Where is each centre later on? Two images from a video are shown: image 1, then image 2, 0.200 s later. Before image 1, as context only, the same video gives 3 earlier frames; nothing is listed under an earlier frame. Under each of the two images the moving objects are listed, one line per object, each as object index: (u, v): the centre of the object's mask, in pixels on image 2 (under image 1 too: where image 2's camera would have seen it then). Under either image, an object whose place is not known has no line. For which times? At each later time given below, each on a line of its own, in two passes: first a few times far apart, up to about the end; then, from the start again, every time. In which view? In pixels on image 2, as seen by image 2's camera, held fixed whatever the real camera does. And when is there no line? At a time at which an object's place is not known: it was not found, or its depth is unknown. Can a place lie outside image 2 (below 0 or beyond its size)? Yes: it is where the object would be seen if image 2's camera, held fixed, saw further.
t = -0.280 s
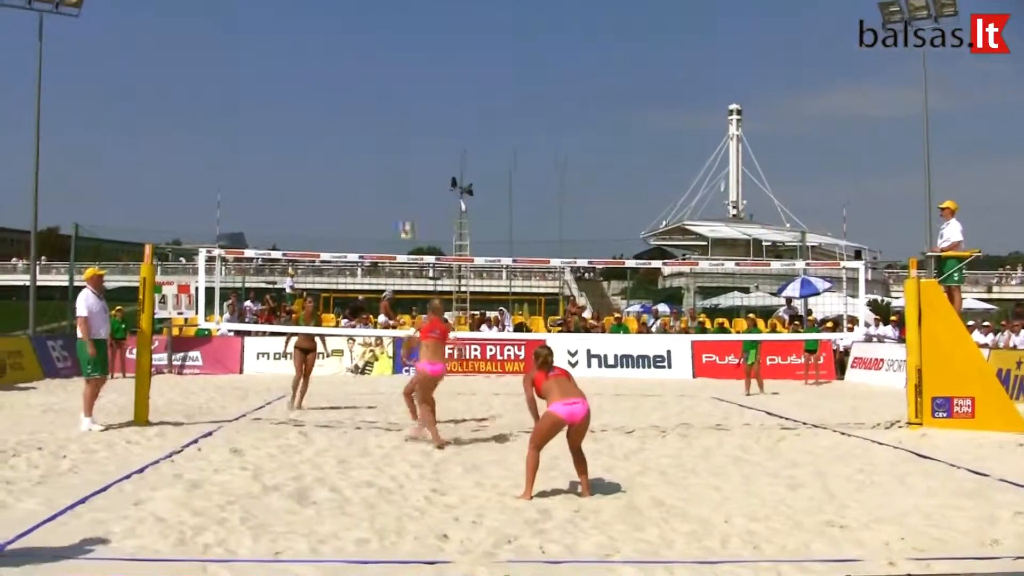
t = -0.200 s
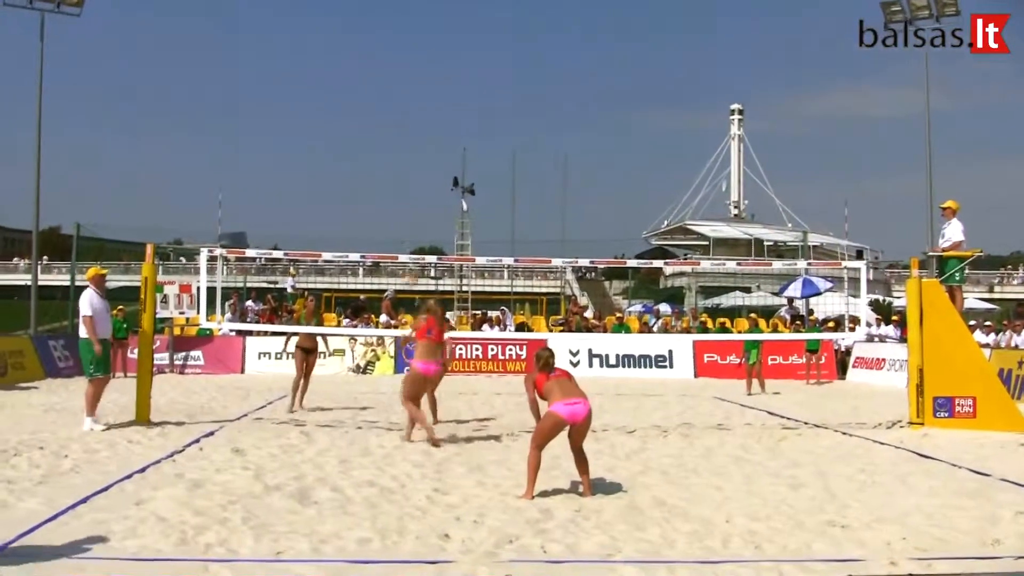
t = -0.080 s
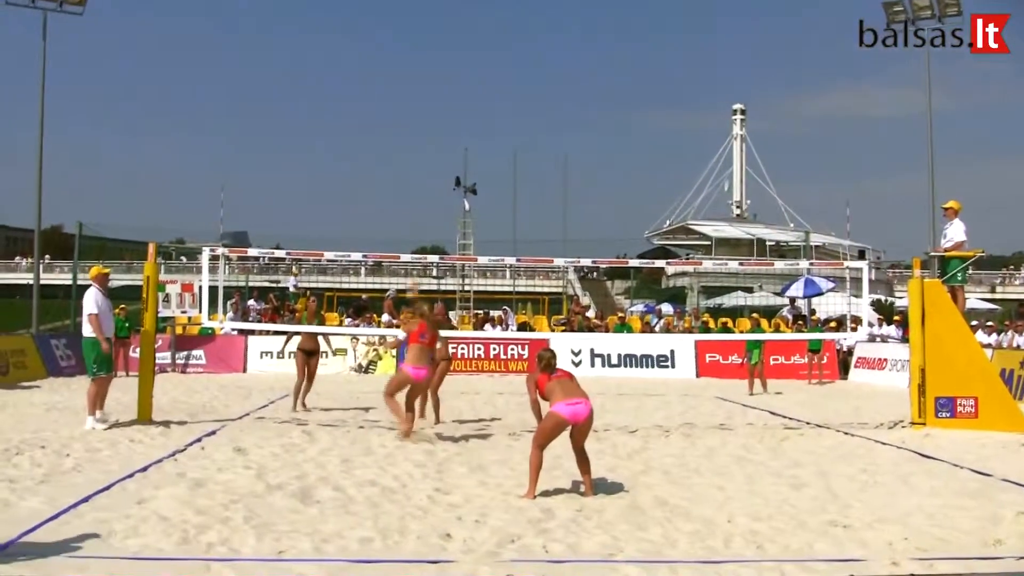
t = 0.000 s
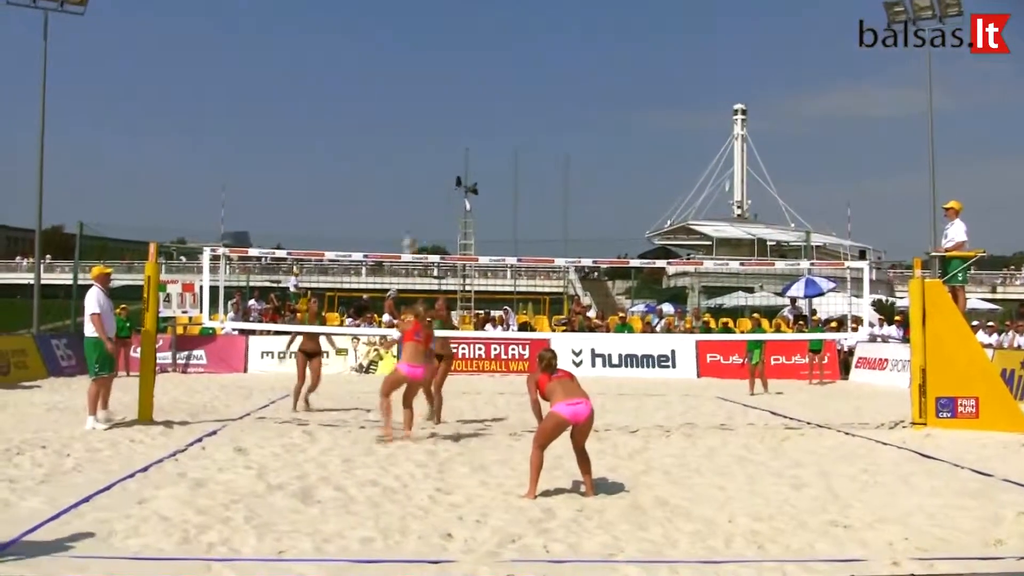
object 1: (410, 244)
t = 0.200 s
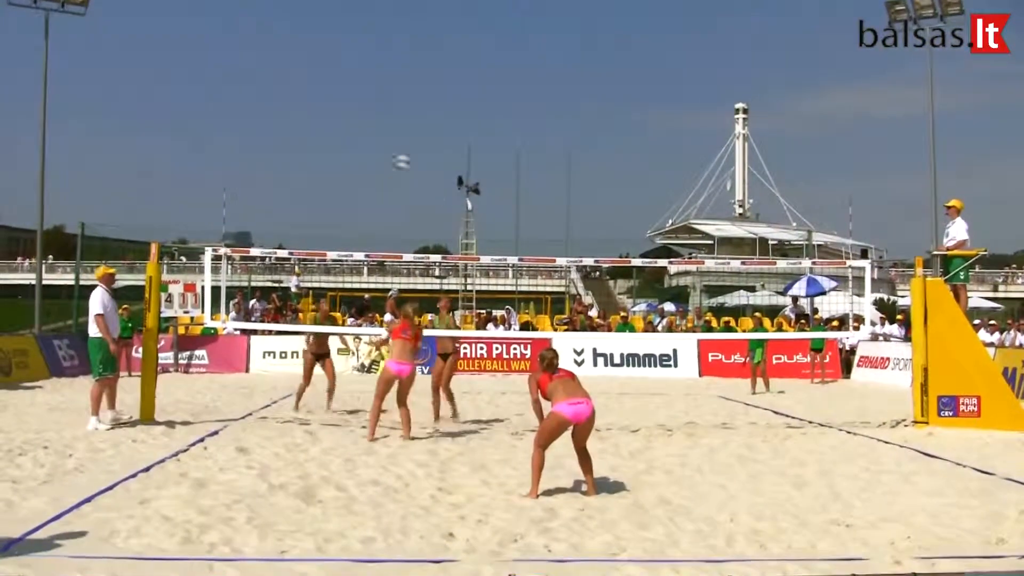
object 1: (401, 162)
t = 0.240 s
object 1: (403, 149)
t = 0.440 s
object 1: (399, 103)
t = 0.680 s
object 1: (392, 84)
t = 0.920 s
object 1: (387, 102)
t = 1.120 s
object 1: (381, 147)
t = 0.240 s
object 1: (403, 149)
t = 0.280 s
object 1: (402, 137)
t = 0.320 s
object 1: (400, 129)
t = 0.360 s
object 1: (400, 119)
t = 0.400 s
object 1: (400, 111)
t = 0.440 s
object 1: (399, 103)
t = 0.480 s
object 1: (398, 97)
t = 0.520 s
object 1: (396, 92)
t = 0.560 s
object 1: (394, 89)
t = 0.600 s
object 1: (394, 86)
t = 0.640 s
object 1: (393, 84)
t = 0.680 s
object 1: (392, 84)
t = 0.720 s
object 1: (392, 84)
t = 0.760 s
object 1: (391, 85)
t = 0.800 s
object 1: (390, 87)
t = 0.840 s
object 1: (389, 92)
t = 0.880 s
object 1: (387, 96)
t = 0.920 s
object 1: (387, 102)
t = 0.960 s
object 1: (385, 109)
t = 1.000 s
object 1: (386, 117)
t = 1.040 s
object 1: (384, 126)
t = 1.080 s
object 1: (382, 137)
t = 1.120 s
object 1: (381, 147)
